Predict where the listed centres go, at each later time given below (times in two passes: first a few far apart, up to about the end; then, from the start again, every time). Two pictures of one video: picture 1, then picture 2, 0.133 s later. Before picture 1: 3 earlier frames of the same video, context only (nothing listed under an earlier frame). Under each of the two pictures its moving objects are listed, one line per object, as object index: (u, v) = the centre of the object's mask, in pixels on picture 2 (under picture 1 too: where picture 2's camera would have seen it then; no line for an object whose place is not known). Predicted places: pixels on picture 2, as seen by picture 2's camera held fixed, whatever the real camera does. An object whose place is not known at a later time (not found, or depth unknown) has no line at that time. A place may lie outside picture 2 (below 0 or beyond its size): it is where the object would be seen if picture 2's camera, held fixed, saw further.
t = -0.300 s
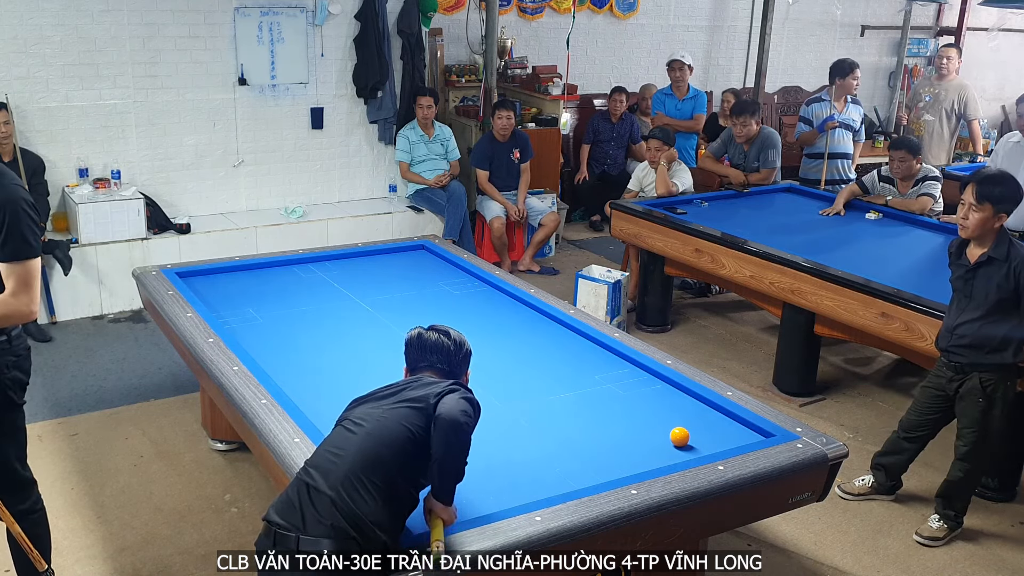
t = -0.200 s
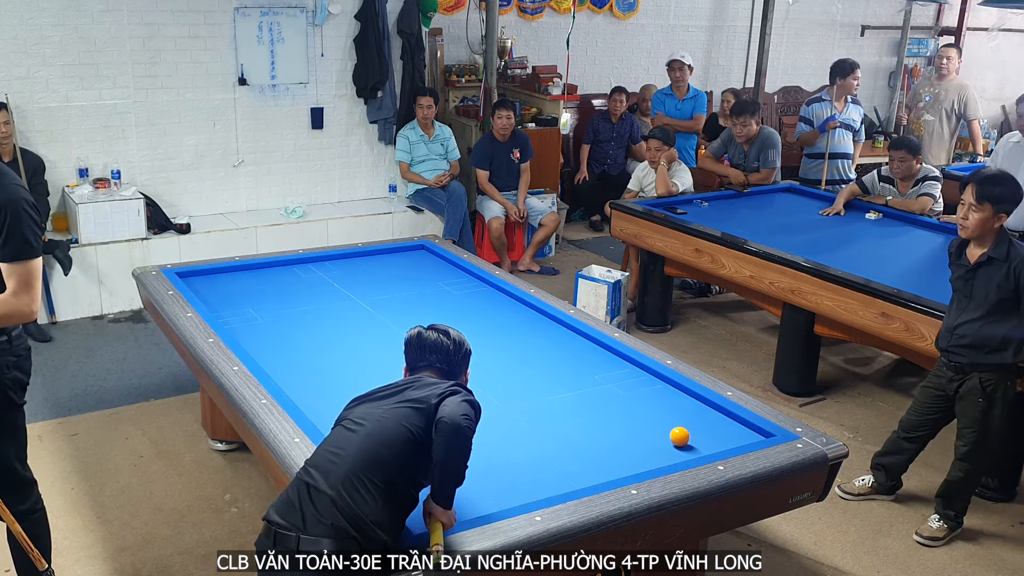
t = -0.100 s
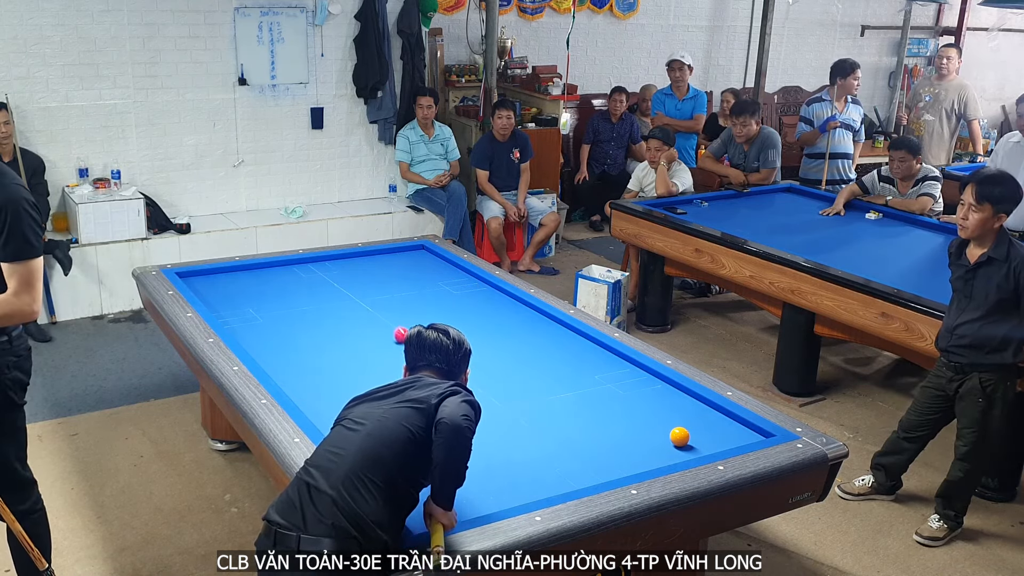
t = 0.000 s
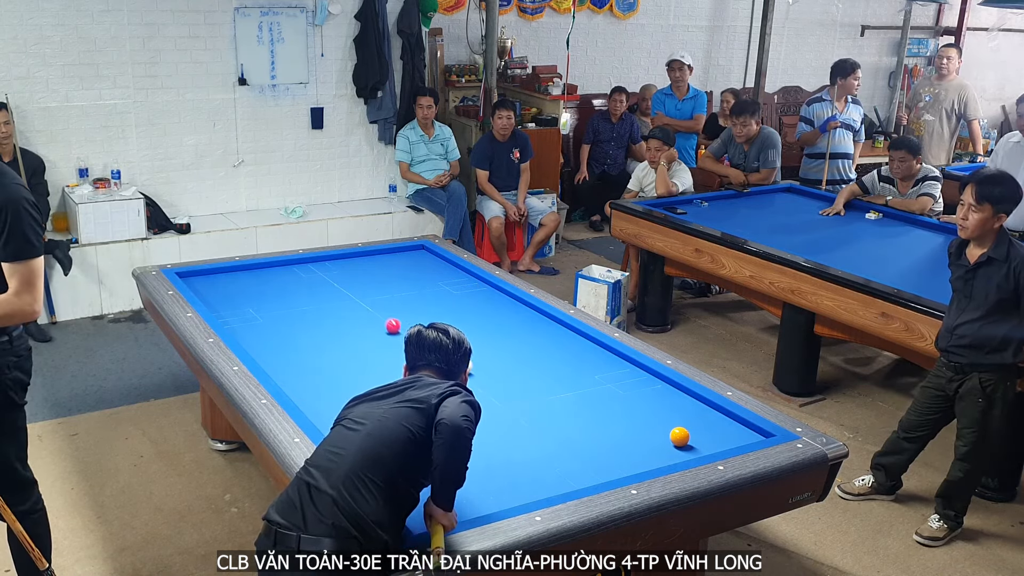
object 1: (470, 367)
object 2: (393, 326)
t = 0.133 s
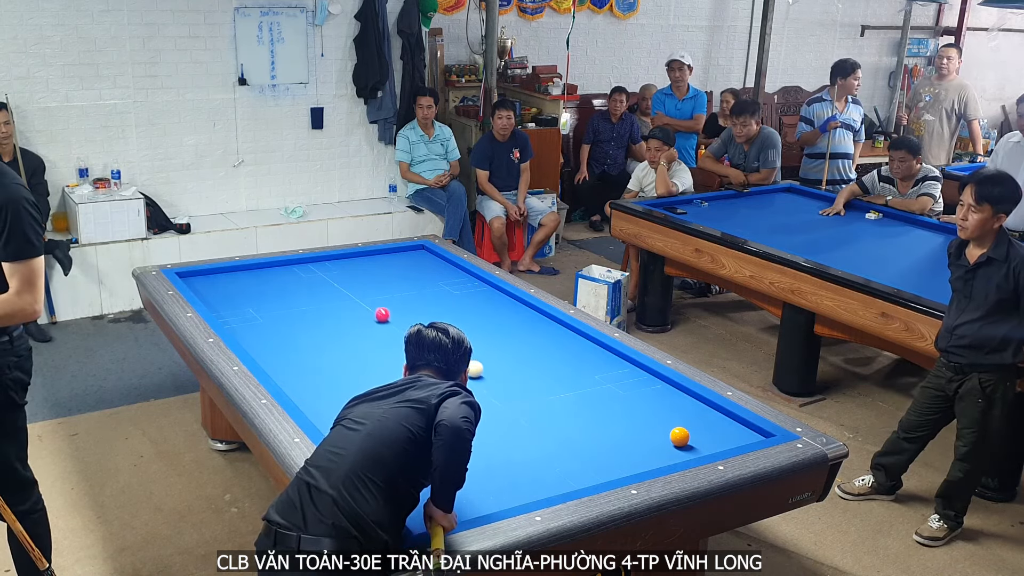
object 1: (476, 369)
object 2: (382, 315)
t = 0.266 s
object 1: (485, 372)
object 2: (372, 305)
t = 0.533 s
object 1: (506, 377)
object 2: (354, 286)
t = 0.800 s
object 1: (528, 383)
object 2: (338, 269)
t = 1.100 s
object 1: (551, 389)
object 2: (335, 262)
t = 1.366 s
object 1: (571, 394)
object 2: (353, 270)
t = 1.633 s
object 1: (590, 399)
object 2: (371, 278)
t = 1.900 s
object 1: (609, 404)
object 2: (388, 286)
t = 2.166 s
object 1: (628, 408)
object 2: (406, 294)
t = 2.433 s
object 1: (645, 412)
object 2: (425, 302)
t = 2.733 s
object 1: (664, 417)
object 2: (446, 311)
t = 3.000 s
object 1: (680, 419)
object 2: (465, 319)
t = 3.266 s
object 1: (694, 424)
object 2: (484, 327)
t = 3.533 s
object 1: (708, 427)
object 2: (504, 336)
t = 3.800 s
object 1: (720, 430)
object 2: (524, 344)
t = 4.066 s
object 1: (732, 433)
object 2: (544, 353)
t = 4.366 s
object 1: (743, 435)
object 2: (566, 363)
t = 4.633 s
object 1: (751, 435)
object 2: (586, 371)
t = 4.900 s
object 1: (756, 435)
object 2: (606, 380)
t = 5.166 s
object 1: (755, 434)
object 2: (627, 389)
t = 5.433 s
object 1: (755, 433)
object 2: (647, 397)
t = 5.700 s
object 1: (754, 432)
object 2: (667, 406)
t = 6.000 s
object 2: (689, 415)
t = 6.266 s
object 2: (708, 423)
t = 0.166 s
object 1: (477, 370)
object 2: (380, 312)
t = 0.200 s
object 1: (480, 370)
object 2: (377, 310)
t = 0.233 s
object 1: (482, 371)
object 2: (375, 307)
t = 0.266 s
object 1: (485, 372)
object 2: (372, 305)
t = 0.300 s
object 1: (488, 372)
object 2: (370, 302)
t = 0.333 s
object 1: (491, 373)
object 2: (367, 300)
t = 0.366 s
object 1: (493, 374)
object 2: (365, 297)
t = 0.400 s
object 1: (496, 374)
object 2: (363, 295)
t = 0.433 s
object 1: (499, 375)
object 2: (361, 292)
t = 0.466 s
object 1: (501, 376)
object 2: (358, 290)
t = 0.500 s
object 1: (504, 376)
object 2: (356, 288)
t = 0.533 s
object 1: (506, 377)
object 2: (354, 286)
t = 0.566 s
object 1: (509, 378)
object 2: (352, 283)
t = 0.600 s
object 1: (512, 379)
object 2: (350, 281)
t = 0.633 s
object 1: (515, 379)
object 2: (348, 279)
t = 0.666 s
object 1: (517, 380)
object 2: (346, 277)
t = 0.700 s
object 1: (520, 381)
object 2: (344, 275)
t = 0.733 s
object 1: (522, 382)
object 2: (342, 273)
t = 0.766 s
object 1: (525, 382)
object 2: (340, 271)
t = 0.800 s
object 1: (528, 383)
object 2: (338, 269)
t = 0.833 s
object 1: (530, 383)
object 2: (336, 267)
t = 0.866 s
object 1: (533, 384)
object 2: (334, 265)
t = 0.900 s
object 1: (535, 385)
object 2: (332, 263)
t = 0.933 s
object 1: (538, 386)
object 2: (330, 261)
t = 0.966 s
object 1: (540, 386)
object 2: (329, 259)
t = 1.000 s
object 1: (543, 387)
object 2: (327, 258)
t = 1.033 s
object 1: (546, 388)
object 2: (330, 259)
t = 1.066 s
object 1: (548, 388)
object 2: (332, 260)
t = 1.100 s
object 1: (551, 389)
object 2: (335, 262)
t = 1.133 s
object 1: (553, 389)
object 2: (338, 263)
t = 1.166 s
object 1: (556, 390)
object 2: (340, 264)
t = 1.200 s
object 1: (558, 391)
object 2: (342, 265)
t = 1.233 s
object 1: (561, 391)
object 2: (344, 266)
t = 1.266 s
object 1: (563, 392)
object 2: (347, 267)
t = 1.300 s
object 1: (566, 393)
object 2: (349, 268)
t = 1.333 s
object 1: (569, 393)
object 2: (351, 269)
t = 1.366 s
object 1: (571, 394)
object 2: (353, 270)
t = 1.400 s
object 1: (573, 395)
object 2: (355, 271)
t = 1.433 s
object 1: (576, 395)
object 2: (357, 272)
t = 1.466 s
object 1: (578, 396)
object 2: (360, 273)
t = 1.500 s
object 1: (581, 397)
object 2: (362, 274)
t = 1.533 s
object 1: (583, 397)
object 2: (364, 275)
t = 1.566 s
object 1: (586, 398)
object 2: (366, 276)
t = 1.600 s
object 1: (588, 398)
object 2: (368, 277)
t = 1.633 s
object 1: (590, 399)
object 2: (371, 278)
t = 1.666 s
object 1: (593, 400)
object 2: (373, 279)
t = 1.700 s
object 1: (595, 400)
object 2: (375, 280)
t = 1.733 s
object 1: (598, 401)
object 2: (377, 281)
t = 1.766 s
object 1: (600, 402)
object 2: (379, 282)
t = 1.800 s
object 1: (602, 402)
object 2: (382, 283)
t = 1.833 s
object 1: (605, 402)
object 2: (384, 284)
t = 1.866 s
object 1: (607, 403)
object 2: (386, 285)
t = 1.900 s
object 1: (609, 404)
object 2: (388, 286)
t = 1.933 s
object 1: (612, 404)
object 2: (391, 287)
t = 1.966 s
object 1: (614, 405)
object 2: (393, 288)
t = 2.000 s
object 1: (617, 405)
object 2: (395, 289)
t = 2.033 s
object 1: (619, 406)
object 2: (397, 290)
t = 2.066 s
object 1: (621, 407)
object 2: (400, 291)
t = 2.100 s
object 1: (623, 407)
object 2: (402, 292)
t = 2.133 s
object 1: (626, 408)
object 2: (404, 293)
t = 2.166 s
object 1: (628, 408)
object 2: (406, 294)
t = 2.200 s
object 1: (630, 409)
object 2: (409, 295)
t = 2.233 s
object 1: (632, 409)
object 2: (411, 296)
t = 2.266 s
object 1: (635, 410)
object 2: (413, 297)
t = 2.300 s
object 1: (637, 411)
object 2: (416, 298)
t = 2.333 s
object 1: (639, 411)
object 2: (418, 299)
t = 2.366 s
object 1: (641, 411)
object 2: (420, 300)
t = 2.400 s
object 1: (643, 412)
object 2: (423, 301)
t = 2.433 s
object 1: (645, 412)
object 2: (425, 302)
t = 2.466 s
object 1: (647, 413)
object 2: (427, 303)
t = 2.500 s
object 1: (650, 413)
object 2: (430, 304)
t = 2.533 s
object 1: (652, 414)
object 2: (432, 305)
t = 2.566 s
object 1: (654, 414)
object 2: (434, 306)
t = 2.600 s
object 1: (656, 415)
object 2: (436, 307)
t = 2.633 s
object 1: (658, 415)
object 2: (439, 308)
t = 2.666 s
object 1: (660, 416)
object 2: (441, 309)
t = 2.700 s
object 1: (662, 416)
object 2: (443, 310)
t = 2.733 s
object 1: (664, 417)
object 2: (446, 311)
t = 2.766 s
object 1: (666, 417)
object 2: (448, 312)
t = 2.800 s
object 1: (668, 418)
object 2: (451, 313)
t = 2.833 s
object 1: (670, 418)
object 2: (453, 314)
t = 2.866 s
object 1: (672, 418)
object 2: (455, 314)
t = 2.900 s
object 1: (674, 419)
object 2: (458, 316)
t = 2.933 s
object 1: (676, 419)
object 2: (460, 317)
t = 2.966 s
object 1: (678, 419)
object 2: (463, 318)
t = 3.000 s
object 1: (680, 419)
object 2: (465, 319)
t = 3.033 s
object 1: (682, 420)
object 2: (468, 320)
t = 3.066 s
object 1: (684, 420)
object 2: (470, 321)
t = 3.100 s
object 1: (686, 421)
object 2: (472, 322)
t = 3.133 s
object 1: (687, 421)
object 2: (474, 323)
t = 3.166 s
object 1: (689, 422)
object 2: (477, 324)
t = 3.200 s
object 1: (691, 423)
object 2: (479, 325)
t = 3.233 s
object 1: (693, 423)
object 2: (482, 326)
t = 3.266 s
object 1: (694, 424)
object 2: (484, 327)
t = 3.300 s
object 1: (696, 424)
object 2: (487, 328)
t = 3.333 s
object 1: (698, 425)
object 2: (489, 329)
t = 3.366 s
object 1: (700, 425)
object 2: (492, 330)
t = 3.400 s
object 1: (701, 425)
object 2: (494, 332)
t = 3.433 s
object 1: (703, 426)
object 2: (496, 333)
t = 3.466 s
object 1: (705, 426)
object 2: (499, 334)
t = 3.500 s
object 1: (706, 427)
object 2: (501, 335)
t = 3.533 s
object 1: (708, 427)
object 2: (504, 336)
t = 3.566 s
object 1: (710, 427)
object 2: (506, 337)
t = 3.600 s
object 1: (711, 428)
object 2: (509, 338)
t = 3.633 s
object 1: (713, 428)
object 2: (511, 339)
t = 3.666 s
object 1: (714, 429)
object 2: (514, 340)
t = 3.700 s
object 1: (716, 429)
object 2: (516, 341)
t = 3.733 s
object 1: (717, 429)
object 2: (519, 342)
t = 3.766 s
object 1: (719, 430)
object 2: (521, 343)
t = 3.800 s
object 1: (720, 430)
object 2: (524, 344)
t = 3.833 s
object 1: (722, 430)
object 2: (526, 345)
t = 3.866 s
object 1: (723, 431)
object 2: (529, 347)
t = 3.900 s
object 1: (725, 431)
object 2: (531, 348)
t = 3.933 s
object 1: (726, 431)
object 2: (534, 349)
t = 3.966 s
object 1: (728, 432)
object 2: (536, 350)
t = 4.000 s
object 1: (729, 432)
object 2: (539, 351)
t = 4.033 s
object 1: (731, 432)
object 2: (541, 352)
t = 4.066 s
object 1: (732, 433)
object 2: (544, 353)
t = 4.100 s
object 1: (733, 433)
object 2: (546, 354)
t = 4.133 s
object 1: (734, 433)
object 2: (549, 355)
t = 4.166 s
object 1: (736, 433)
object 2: (551, 356)
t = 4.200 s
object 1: (737, 434)
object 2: (554, 357)
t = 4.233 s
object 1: (738, 434)
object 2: (556, 358)
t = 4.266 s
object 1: (739, 434)
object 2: (558, 359)
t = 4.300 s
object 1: (740, 435)
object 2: (561, 361)
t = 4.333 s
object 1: (742, 434)
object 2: (564, 361)
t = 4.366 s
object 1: (743, 435)
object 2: (566, 363)
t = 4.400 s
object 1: (744, 435)
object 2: (569, 364)
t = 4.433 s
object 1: (745, 435)
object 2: (571, 365)
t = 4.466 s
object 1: (746, 435)
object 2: (574, 366)
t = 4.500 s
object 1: (747, 435)
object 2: (576, 367)
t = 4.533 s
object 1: (748, 435)
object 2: (579, 368)
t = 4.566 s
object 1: (749, 435)
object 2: (581, 369)
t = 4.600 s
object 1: (750, 435)
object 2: (584, 370)
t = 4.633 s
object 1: (751, 435)
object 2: (586, 371)
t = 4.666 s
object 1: (752, 436)
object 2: (589, 372)
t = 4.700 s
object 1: (753, 436)
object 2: (591, 373)
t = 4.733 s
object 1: (754, 436)
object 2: (594, 374)
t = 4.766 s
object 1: (755, 436)
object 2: (596, 376)
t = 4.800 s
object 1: (756, 435)
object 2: (599, 377)
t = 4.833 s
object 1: (756, 435)
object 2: (601, 378)
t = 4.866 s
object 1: (756, 435)
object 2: (604, 379)
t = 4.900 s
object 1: (756, 435)
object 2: (606, 380)
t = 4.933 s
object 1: (756, 435)
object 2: (609, 381)
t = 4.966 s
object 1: (756, 435)
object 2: (612, 382)
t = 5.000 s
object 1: (755, 435)
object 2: (614, 383)
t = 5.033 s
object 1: (755, 435)
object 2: (617, 384)
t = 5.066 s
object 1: (755, 434)
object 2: (619, 385)
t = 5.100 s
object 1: (755, 434)
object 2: (622, 386)
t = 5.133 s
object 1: (755, 434)
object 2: (624, 387)
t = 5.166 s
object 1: (755, 434)
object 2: (627, 389)
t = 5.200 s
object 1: (755, 434)
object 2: (629, 390)
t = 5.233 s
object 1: (755, 434)
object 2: (632, 390)
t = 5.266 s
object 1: (755, 433)
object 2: (634, 392)
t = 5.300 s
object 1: (755, 433)
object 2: (637, 393)
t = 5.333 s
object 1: (755, 433)
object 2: (639, 394)
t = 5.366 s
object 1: (755, 433)
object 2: (642, 395)
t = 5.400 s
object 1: (755, 433)
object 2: (644, 396)
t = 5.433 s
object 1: (755, 433)
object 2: (647, 397)
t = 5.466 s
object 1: (755, 433)
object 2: (649, 398)
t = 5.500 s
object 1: (755, 433)
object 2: (652, 399)
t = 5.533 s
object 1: (755, 433)
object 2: (654, 400)
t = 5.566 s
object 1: (755, 433)
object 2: (657, 401)
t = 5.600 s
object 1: (755, 433)
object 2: (659, 402)
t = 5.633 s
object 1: (754, 432)
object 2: (661, 404)
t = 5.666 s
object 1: (754, 432)
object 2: (664, 405)
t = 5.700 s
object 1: (754, 432)
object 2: (667, 406)
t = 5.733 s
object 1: (754, 432)
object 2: (669, 407)
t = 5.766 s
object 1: (754, 432)
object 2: (672, 408)
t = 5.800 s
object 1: (754, 432)
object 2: (674, 409)
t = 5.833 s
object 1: (754, 432)
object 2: (677, 410)
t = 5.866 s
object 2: (679, 411)
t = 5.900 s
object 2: (681, 412)
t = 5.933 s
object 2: (684, 413)
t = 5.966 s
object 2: (686, 414)
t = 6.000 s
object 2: (689, 415)
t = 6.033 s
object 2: (691, 416)
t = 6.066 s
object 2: (694, 417)
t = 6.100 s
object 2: (696, 418)
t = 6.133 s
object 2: (698, 419)
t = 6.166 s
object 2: (701, 420)
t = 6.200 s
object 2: (703, 421)
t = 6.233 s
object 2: (706, 422)
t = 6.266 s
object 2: (708, 423)
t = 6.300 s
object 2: (710, 424)
